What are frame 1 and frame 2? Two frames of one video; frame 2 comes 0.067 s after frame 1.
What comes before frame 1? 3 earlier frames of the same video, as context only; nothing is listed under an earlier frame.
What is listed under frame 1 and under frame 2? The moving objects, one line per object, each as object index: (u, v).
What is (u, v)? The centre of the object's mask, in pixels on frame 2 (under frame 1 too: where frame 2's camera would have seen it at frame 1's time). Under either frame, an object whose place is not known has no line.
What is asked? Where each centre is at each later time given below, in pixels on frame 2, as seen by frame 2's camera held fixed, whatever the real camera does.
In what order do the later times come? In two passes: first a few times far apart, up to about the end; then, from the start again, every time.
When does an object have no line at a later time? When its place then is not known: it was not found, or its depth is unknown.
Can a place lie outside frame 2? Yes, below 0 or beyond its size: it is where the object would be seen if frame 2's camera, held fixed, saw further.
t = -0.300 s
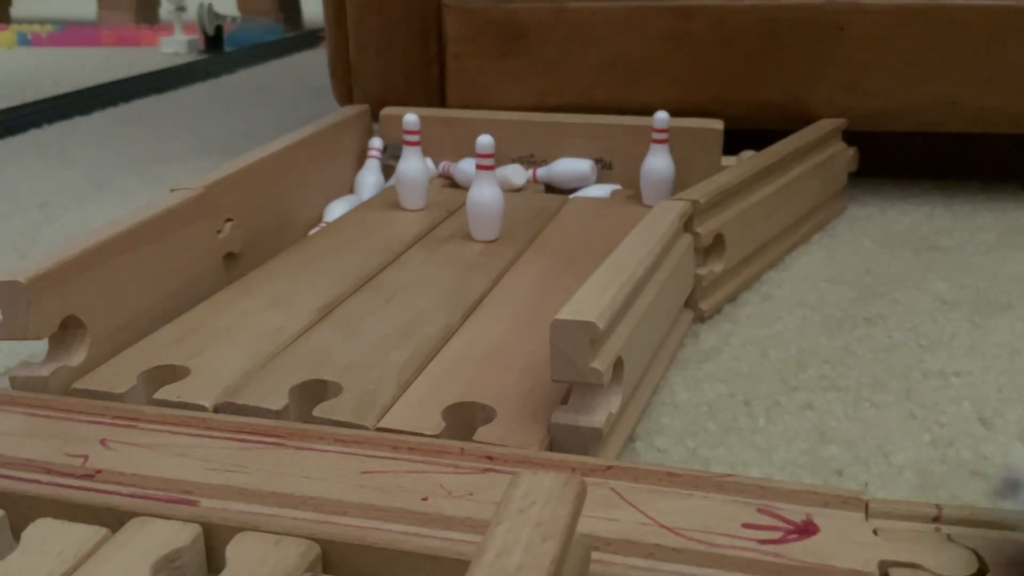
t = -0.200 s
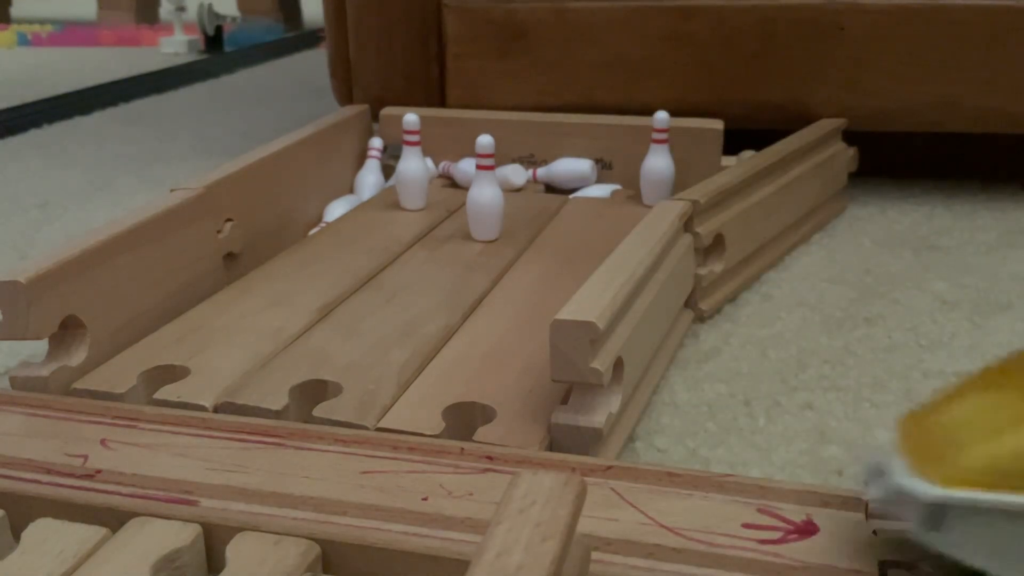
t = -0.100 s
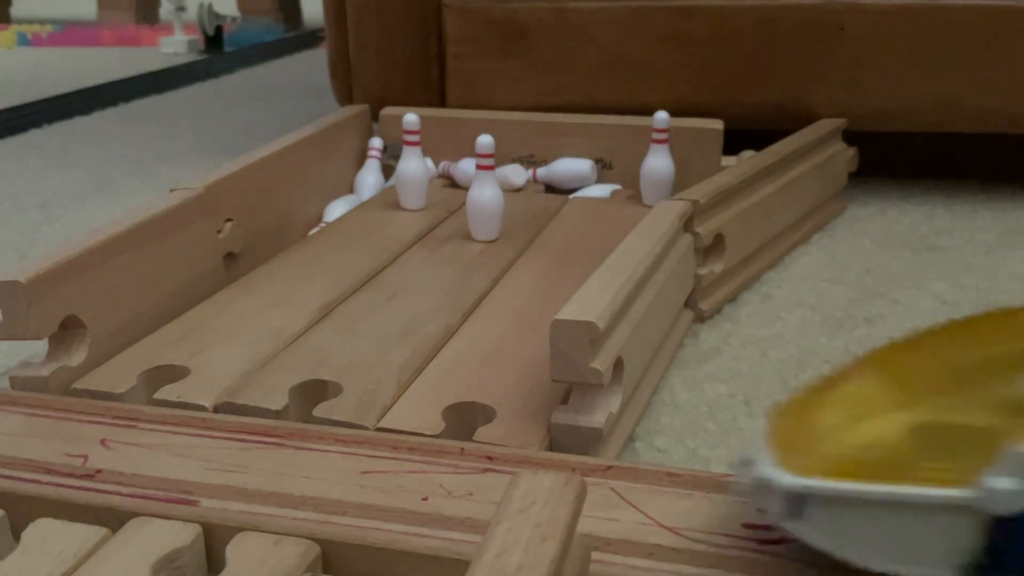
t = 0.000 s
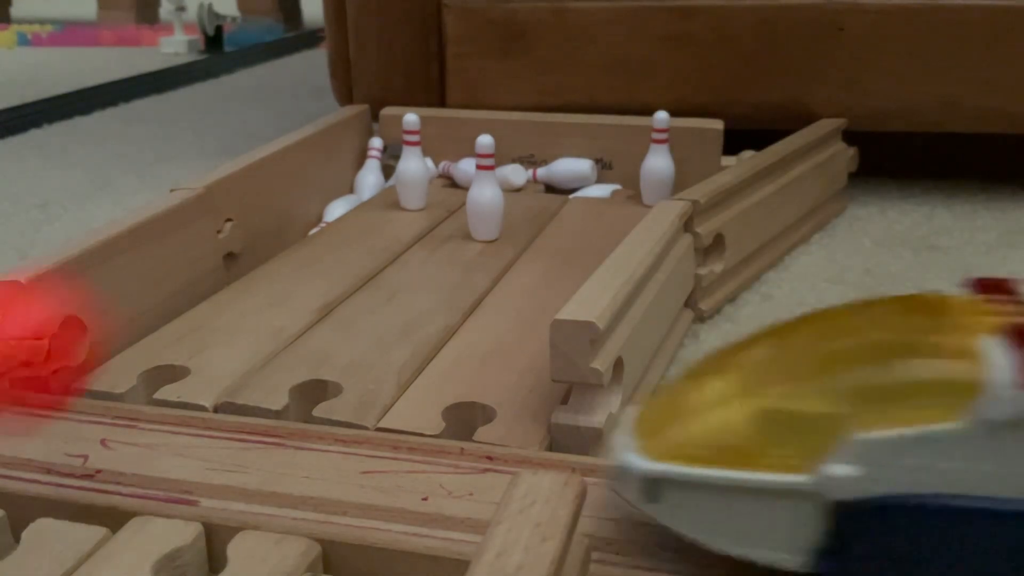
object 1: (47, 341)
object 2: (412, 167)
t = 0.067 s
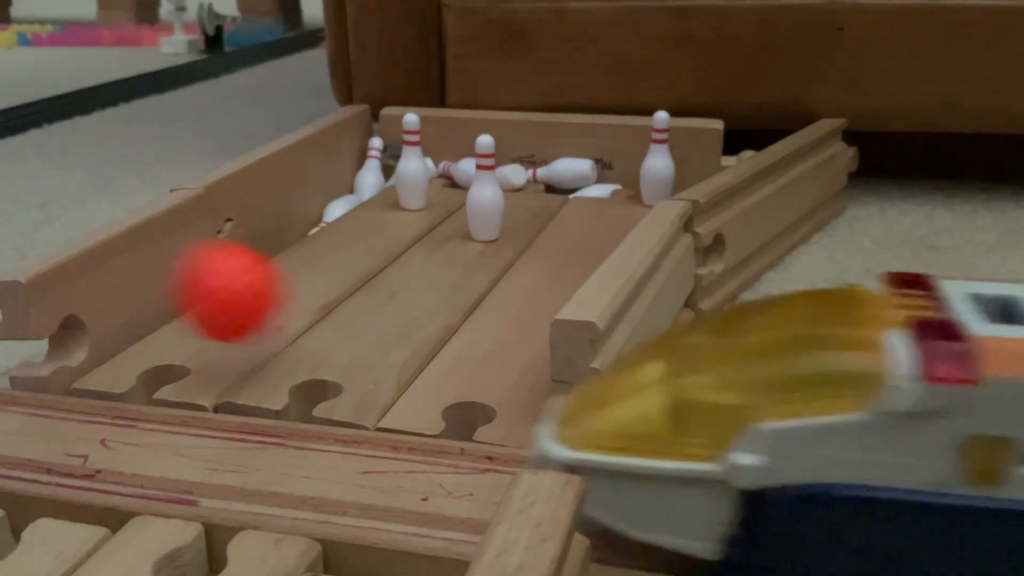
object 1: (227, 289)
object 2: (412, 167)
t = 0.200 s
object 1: (412, 193)
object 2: (412, 140)
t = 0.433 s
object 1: (594, 167)
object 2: (399, 169)
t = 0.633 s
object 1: (682, 177)
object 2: (406, 174)
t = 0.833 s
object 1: (705, 174)
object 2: (381, 178)
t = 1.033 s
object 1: (704, 175)
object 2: (381, 178)
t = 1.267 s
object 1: (704, 175)
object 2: (381, 178)
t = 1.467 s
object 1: (704, 174)
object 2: (381, 178)
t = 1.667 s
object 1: (703, 175)
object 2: (381, 178)
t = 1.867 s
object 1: (703, 175)
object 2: (381, 178)
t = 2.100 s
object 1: (704, 174)
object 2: (381, 178)
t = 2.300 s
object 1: (703, 175)
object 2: (381, 178)
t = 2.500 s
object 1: (703, 175)
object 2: (380, 178)
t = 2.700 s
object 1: (703, 175)
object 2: (380, 178)
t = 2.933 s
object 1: (703, 174)
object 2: (380, 178)
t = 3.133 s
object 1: (703, 174)
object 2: (380, 178)
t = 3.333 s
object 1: (703, 175)
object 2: (380, 178)
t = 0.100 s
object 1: (294, 283)
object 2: (412, 167)
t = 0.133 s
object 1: (341, 247)
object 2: (412, 167)
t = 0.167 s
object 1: (379, 218)
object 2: (412, 165)
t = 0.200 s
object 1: (412, 193)
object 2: (412, 140)
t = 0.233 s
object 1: (443, 188)
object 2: (409, 150)
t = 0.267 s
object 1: (458, 182)
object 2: (407, 139)
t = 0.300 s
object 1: (514, 178)
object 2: (406, 133)
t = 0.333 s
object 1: (530, 175)
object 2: (401, 146)
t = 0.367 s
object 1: (554, 171)
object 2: (391, 161)
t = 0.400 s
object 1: (577, 165)
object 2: (393, 165)
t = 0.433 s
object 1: (594, 167)
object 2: (399, 169)
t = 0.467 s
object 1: (608, 165)
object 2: (403, 168)
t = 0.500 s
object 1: (617, 163)
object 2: (406, 170)
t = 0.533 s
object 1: (625, 160)
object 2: (407, 171)
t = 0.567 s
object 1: (630, 161)
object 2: (410, 174)
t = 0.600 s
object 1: (635, 166)
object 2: (407, 174)
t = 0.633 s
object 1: (682, 177)
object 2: (406, 174)
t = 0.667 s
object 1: (687, 177)
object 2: (402, 174)
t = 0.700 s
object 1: (688, 177)
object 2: (380, 174)
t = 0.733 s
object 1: (691, 177)
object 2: (369, 177)
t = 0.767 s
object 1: (698, 176)
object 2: (366, 179)
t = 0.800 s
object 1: (703, 174)
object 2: (381, 178)
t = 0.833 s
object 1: (705, 174)
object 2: (381, 178)
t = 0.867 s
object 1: (706, 174)
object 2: (381, 178)
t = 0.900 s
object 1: (706, 174)
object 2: (381, 178)
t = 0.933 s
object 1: (706, 174)
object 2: (381, 178)
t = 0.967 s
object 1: (705, 174)
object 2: (381, 178)
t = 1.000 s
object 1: (705, 174)
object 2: (381, 178)
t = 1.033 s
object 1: (704, 175)
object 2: (381, 178)
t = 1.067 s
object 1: (704, 174)
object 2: (381, 178)
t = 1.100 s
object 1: (704, 174)
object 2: (381, 178)
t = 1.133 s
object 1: (704, 174)
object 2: (381, 178)
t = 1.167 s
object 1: (704, 174)
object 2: (381, 178)
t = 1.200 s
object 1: (704, 174)
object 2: (381, 178)
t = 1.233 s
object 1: (704, 174)
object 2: (381, 178)
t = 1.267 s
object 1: (704, 175)
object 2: (381, 178)
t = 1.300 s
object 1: (703, 175)
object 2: (381, 178)
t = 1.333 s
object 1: (704, 174)
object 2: (381, 178)
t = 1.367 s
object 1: (704, 174)
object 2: (381, 178)
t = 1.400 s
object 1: (703, 175)
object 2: (381, 178)
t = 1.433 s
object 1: (703, 174)
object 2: (381, 178)
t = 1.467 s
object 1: (704, 174)
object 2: (381, 178)
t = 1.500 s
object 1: (704, 174)
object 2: (381, 178)
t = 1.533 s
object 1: (703, 175)
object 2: (381, 178)
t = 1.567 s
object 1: (703, 175)
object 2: (381, 178)
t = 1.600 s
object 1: (703, 175)
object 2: (381, 178)
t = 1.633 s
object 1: (703, 175)
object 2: (381, 178)
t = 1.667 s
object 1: (703, 175)
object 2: (381, 178)
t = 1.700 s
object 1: (703, 175)
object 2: (381, 178)
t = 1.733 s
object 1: (703, 175)
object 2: (381, 178)
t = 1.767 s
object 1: (703, 175)
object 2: (381, 178)
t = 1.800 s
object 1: (703, 175)
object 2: (381, 178)
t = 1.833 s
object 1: (703, 175)
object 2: (381, 178)
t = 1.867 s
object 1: (703, 175)
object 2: (381, 178)
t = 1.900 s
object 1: (703, 175)
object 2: (381, 178)
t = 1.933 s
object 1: (703, 175)
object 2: (381, 178)
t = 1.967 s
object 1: (703, 175)
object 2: (381, 178)
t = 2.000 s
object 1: (704, 174)
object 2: (381, 178)
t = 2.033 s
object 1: (704, 174)
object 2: (381, 178)
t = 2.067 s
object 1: (704, 174)
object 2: (381, 178)
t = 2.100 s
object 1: (704, 174)
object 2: (381, 178)
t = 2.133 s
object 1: (704, 174)
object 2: (381, 178)
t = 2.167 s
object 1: (703, 175)
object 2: (381, 178)
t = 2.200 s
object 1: (703, 174)
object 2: (381, 178)
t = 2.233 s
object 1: (703, 175)
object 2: (381, 178)
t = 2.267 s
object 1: (703, 175)
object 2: (381, 178)
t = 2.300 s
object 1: (703, 175)
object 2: (381, 178)
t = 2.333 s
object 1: (703, 175)
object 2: (381, 178)
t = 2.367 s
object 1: (703, 175)
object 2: (381, 178)
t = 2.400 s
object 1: (703, 175)
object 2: (381, 178)
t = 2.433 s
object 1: (703, 175)
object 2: (380, 178)
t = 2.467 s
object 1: (703, 175)
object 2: (381, 178)
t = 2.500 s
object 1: (703, 175)
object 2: (380, 178)
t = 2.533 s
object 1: (703, 175)
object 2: (380, 178)
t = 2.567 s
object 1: (703, 175)
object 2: (380, 178)
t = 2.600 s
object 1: (703, 175)
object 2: (380, 178)
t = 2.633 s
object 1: (703, 175)
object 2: (380, 178)
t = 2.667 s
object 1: (703, 175)
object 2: (380, 178)
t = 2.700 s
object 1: (703, 175)
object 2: (380, 178)
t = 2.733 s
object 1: (703, 175)
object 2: (380, 178)
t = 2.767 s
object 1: (703, 175)
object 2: (380, 178)
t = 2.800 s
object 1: (703, 175)
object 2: (380, 178)
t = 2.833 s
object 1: (703, 174)
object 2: (380, 178)
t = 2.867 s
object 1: (703, 174)
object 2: (380, 178)
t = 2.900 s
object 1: (703, 174)
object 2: (380, 178)
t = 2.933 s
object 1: (703, 174)
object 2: (380, 178)
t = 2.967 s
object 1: (703, 174)
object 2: (380, 178)
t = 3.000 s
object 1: (703, 174)
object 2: (380, 178)
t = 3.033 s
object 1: (703, 175)
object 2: (380, 178)
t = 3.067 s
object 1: (703, 175)
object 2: (380, 178)
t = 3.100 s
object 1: (703, 174)
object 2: (380, 178)
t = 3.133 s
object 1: (703, 174)
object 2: (380, 178)
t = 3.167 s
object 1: (703, 175)
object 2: (380, 178)
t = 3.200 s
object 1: (703, 175)
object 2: (380, 178)
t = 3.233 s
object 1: (703, 175)
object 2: (380, 178)
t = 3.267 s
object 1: (703, 175)
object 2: (380, 178)
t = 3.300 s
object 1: (703, 175)
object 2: (380, 178)
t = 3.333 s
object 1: (703, 175)
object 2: (380, 178)
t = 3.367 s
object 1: (703, 175)
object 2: (380, 178)
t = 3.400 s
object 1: (703, 175)
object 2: (380, 178)
